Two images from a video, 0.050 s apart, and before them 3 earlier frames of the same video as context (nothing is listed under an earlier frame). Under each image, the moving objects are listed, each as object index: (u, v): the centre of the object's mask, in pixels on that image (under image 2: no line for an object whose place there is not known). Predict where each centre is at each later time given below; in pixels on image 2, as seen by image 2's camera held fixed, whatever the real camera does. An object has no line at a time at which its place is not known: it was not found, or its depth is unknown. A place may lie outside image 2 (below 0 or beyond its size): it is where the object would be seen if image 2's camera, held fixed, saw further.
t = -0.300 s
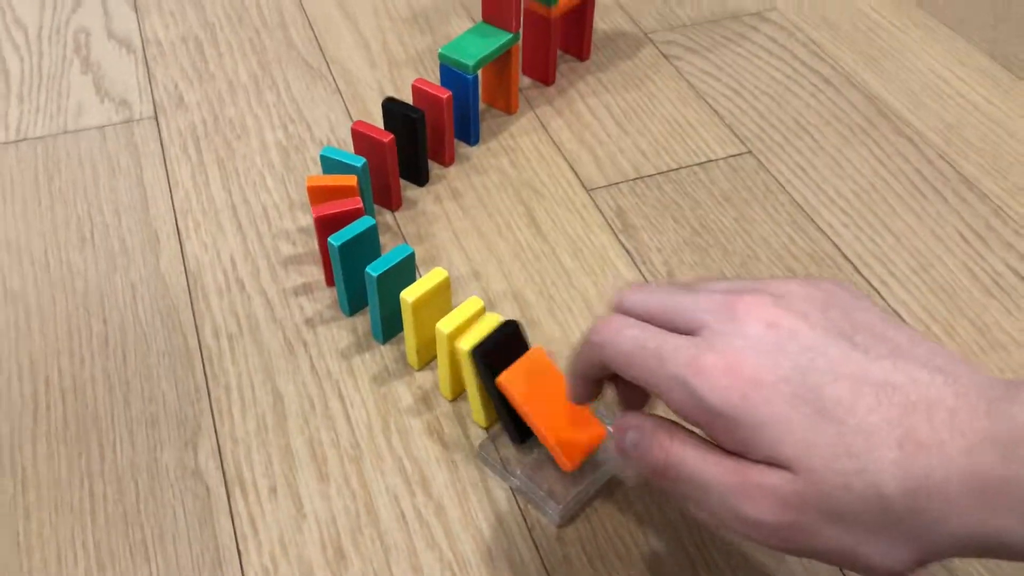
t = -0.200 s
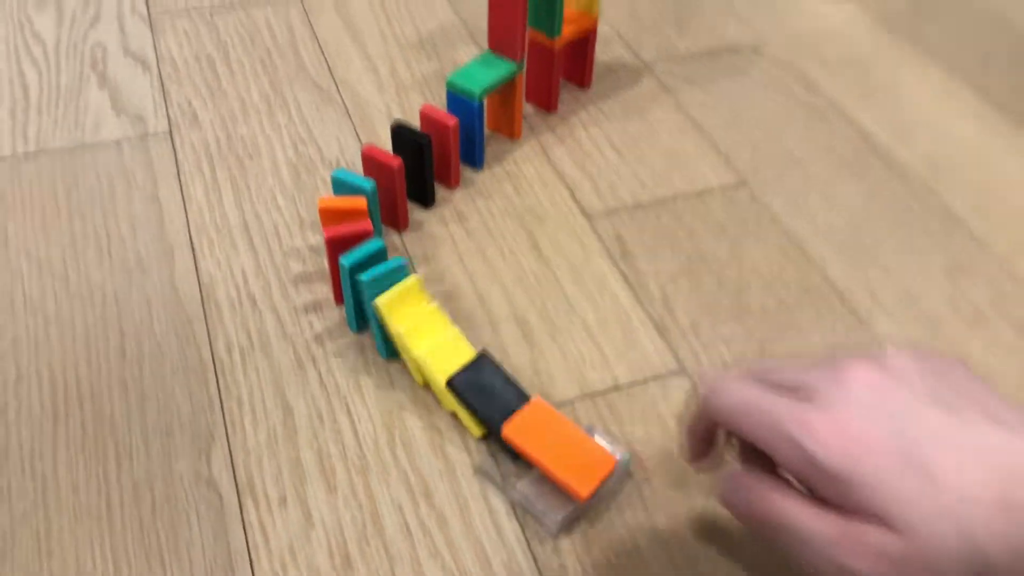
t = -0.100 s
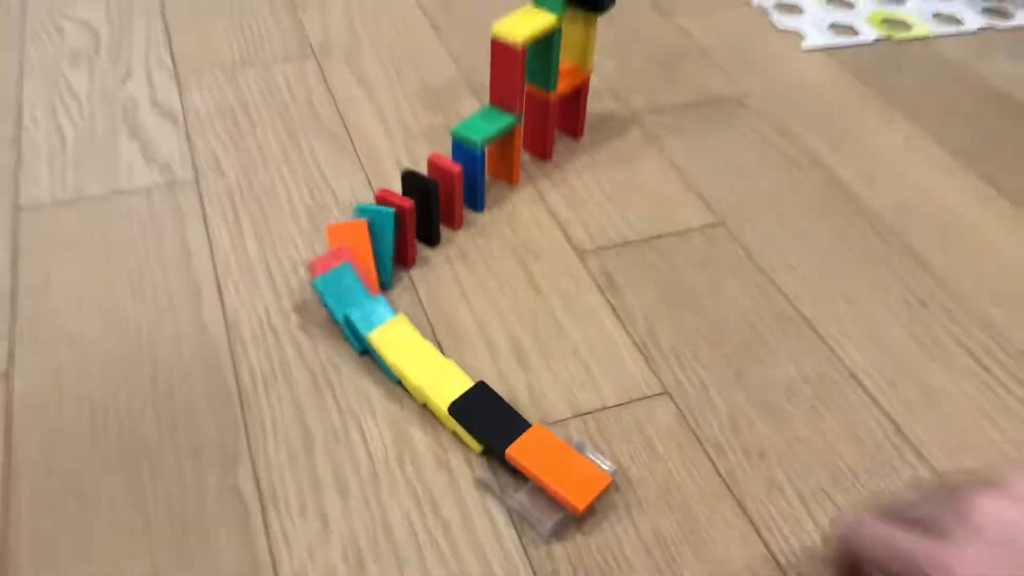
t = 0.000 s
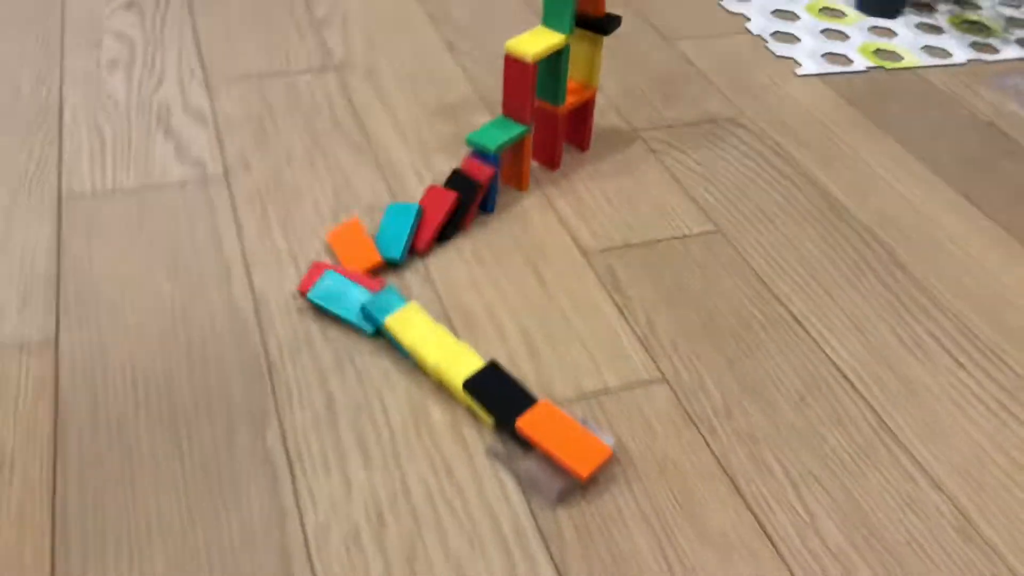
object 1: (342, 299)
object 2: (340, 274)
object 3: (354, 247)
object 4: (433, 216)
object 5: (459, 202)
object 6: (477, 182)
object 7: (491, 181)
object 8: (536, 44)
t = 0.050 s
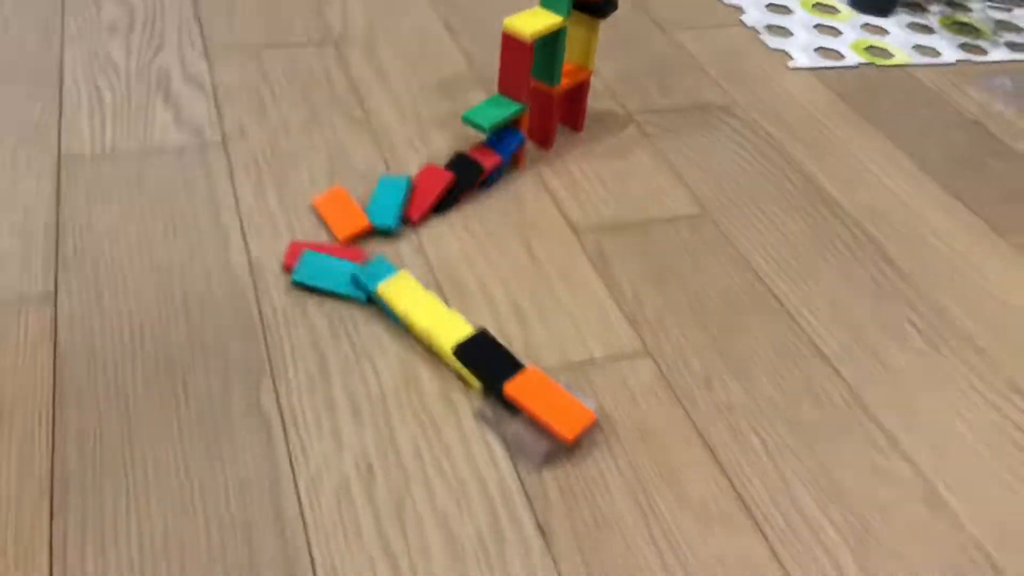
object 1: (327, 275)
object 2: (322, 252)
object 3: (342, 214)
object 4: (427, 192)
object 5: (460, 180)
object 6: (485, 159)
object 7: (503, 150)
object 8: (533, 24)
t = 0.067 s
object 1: (326, 279)
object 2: (321, 254)
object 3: (339, 214)
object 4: (427, 192)
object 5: (461, 181)
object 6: (486, 161)
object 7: (505, 153)
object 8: (532, 24)
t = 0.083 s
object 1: (324, 281)
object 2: (321, 254)
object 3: (339, 214)
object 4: (426, 192)
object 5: (460, 182)
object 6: (487, 164)
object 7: (507, 158)
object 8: (533, 25)
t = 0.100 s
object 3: (337, 215)
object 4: (426, 192)
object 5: (460, 182)
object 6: (488, 165)
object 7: (508, 166)
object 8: (533, 26)
